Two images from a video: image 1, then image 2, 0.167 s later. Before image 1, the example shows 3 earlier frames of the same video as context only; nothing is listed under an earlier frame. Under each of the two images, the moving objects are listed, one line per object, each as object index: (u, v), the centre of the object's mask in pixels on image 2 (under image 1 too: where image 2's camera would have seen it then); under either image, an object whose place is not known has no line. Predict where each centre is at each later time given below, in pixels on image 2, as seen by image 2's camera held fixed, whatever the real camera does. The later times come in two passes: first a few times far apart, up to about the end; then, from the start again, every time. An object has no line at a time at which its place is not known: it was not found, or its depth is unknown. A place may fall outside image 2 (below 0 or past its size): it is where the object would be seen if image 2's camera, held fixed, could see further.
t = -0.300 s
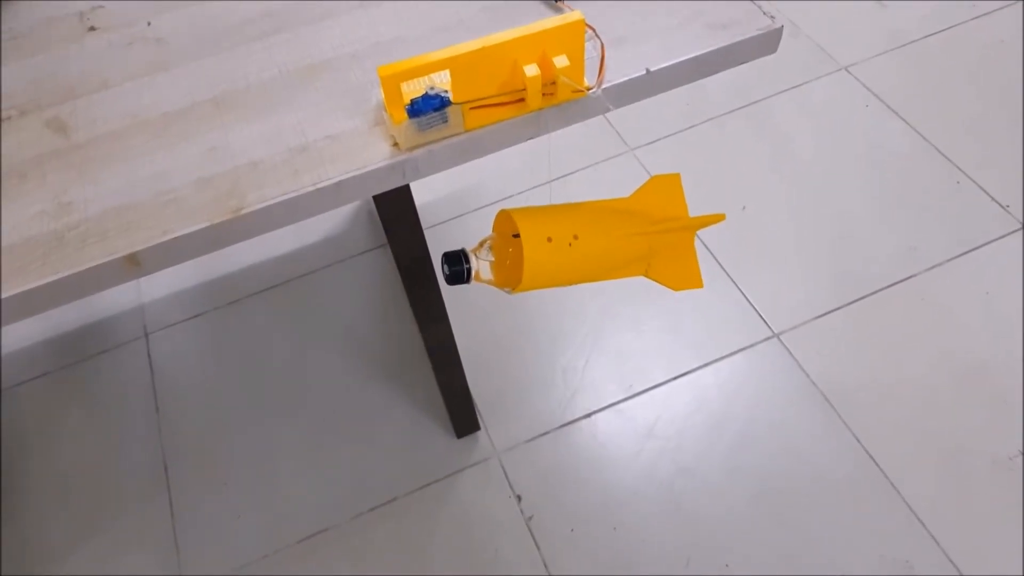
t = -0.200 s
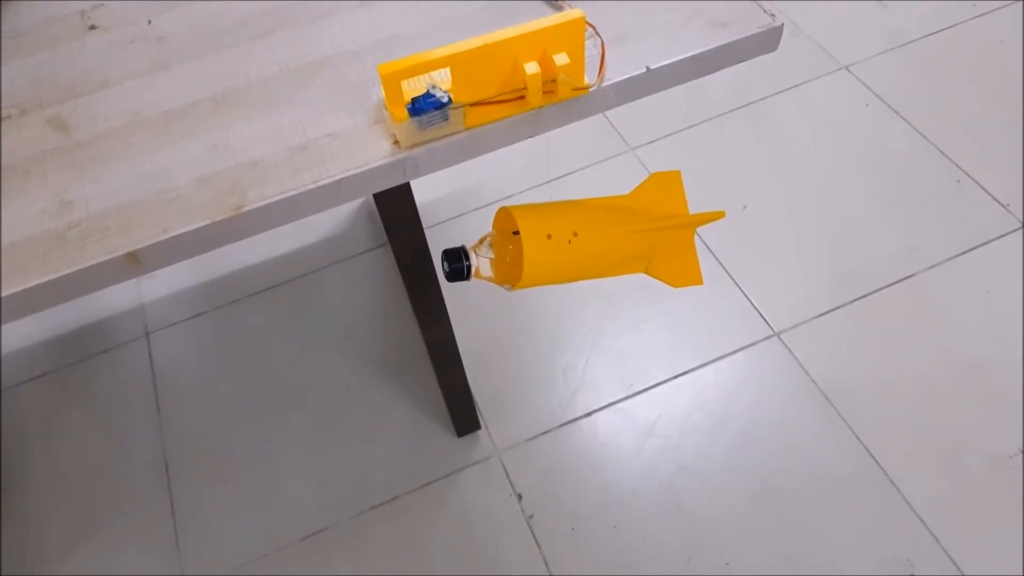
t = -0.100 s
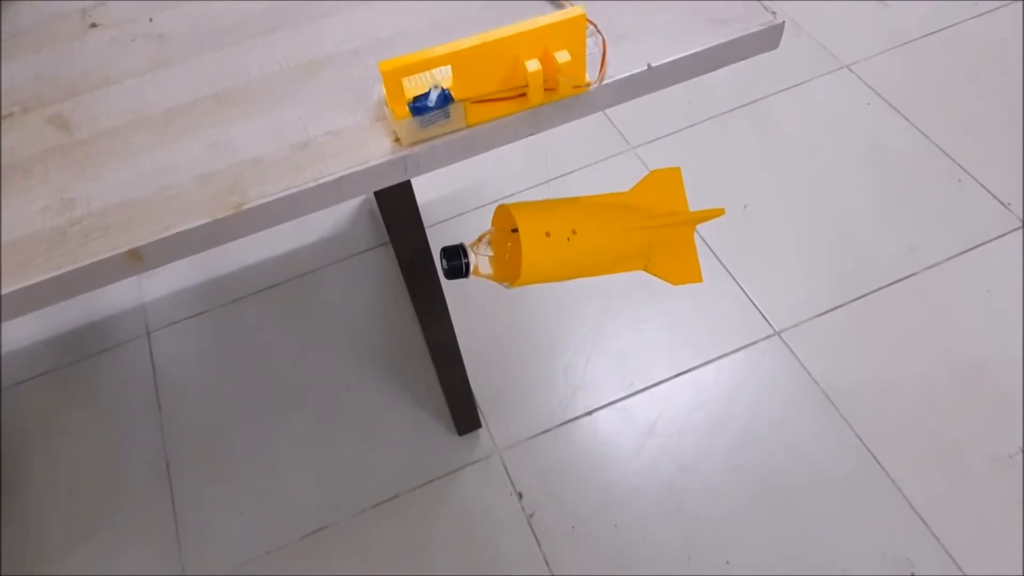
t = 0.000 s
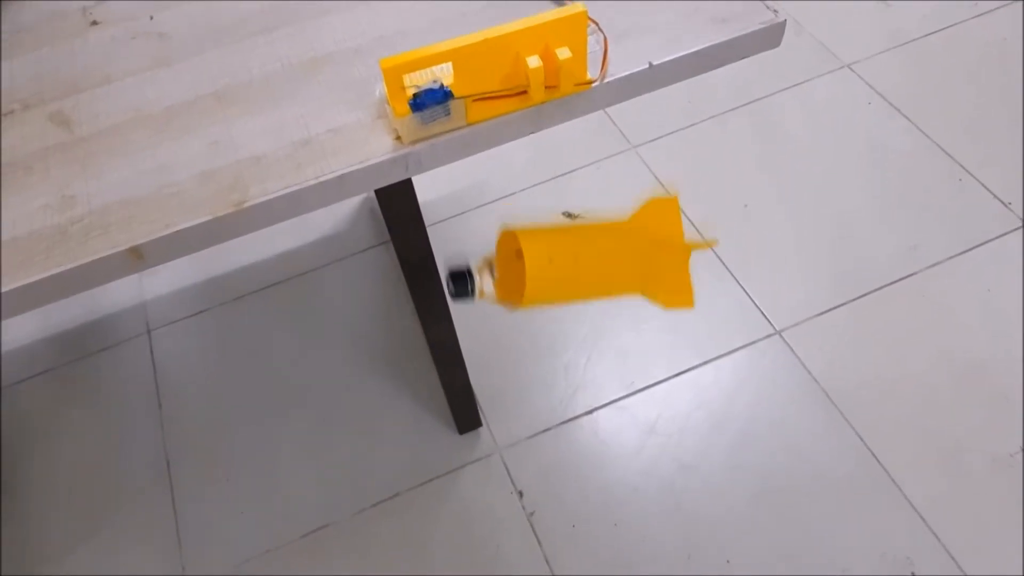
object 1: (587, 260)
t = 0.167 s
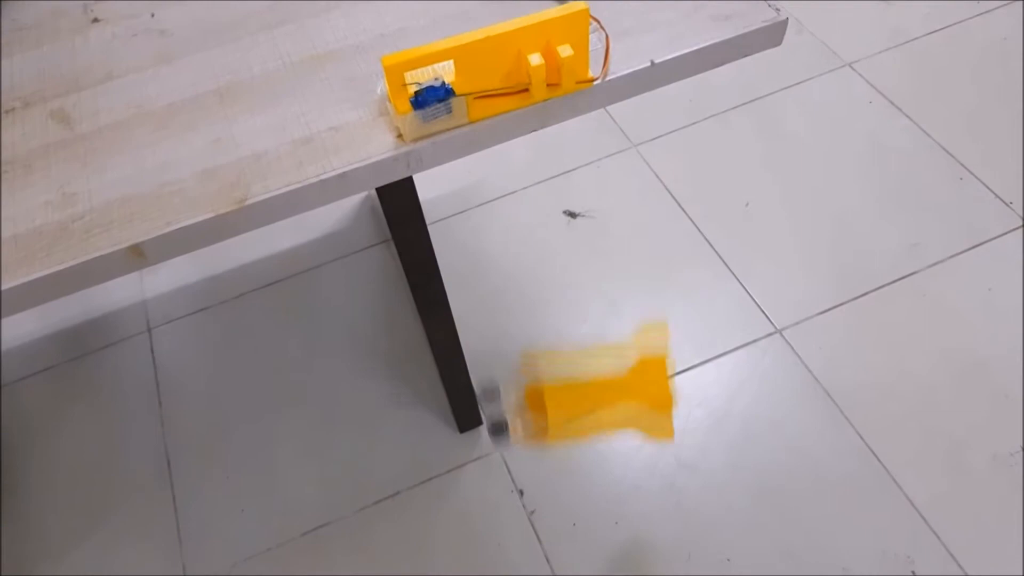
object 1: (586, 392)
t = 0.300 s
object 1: (603, 473)
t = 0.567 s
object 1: (609, 485)
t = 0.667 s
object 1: (617, 491)
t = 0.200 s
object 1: (593, 442)
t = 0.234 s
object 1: (597, 474)
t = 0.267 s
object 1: (596, 482)
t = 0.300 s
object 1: (603, 473)
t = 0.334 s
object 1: (602, 469)
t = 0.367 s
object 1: (602, 471)
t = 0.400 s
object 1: (603, 473)
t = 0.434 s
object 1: (603, 479)
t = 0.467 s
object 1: (603, 482)
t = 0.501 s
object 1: (605, 488)
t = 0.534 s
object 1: (607, 487)
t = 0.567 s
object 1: (609, 485)
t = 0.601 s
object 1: (612, 486)
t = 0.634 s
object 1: (614, 489)
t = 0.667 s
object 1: (617, 491)
